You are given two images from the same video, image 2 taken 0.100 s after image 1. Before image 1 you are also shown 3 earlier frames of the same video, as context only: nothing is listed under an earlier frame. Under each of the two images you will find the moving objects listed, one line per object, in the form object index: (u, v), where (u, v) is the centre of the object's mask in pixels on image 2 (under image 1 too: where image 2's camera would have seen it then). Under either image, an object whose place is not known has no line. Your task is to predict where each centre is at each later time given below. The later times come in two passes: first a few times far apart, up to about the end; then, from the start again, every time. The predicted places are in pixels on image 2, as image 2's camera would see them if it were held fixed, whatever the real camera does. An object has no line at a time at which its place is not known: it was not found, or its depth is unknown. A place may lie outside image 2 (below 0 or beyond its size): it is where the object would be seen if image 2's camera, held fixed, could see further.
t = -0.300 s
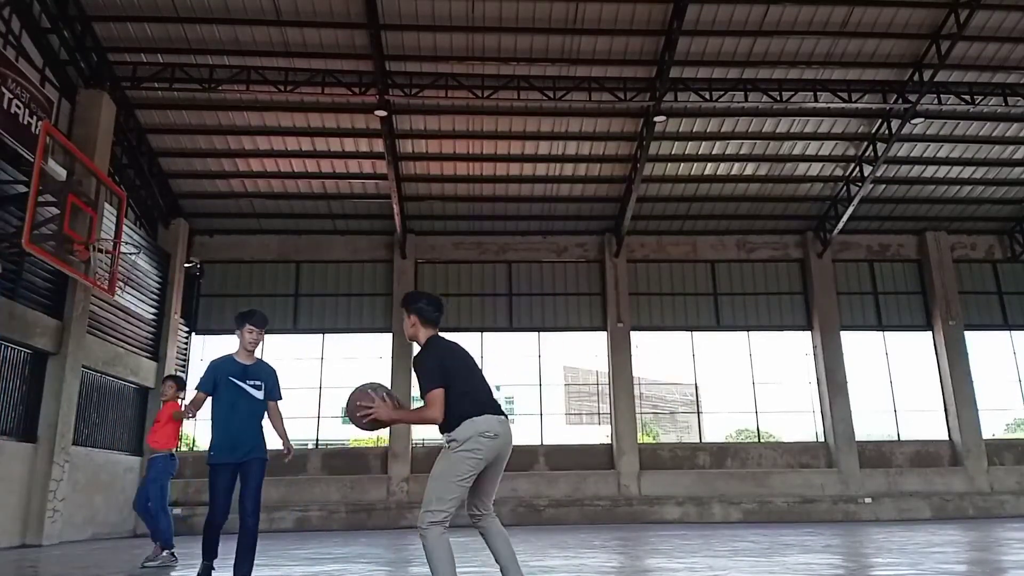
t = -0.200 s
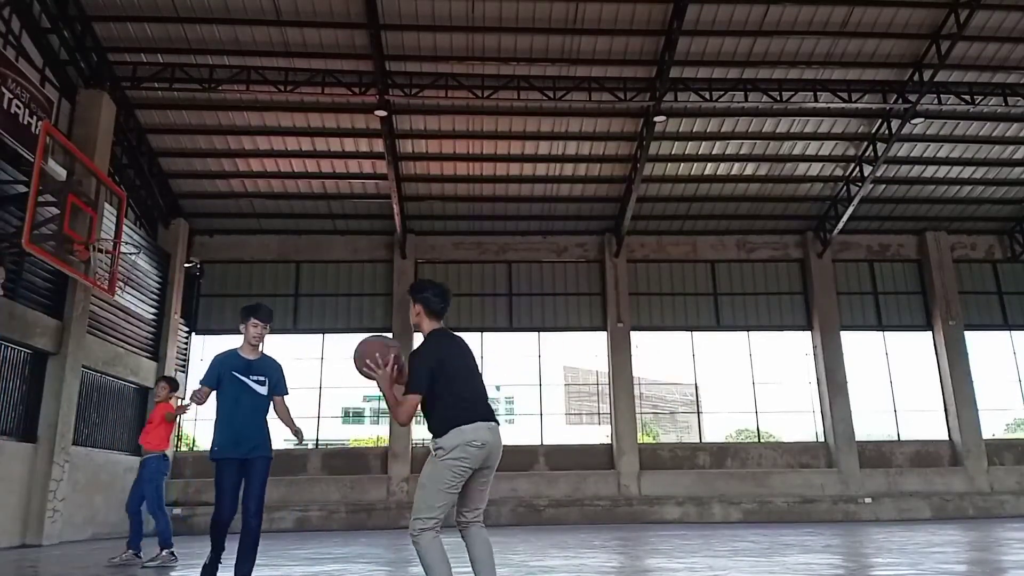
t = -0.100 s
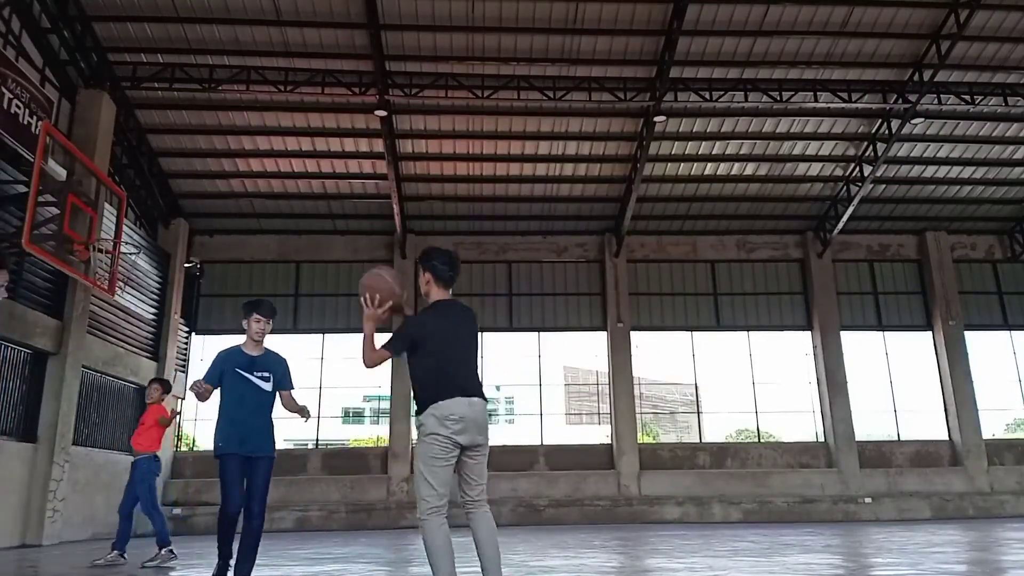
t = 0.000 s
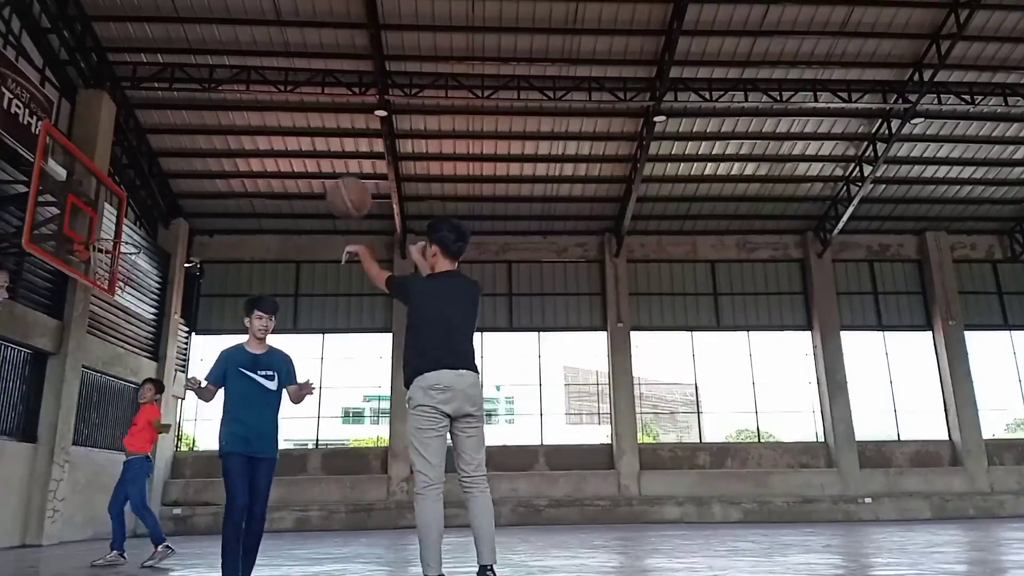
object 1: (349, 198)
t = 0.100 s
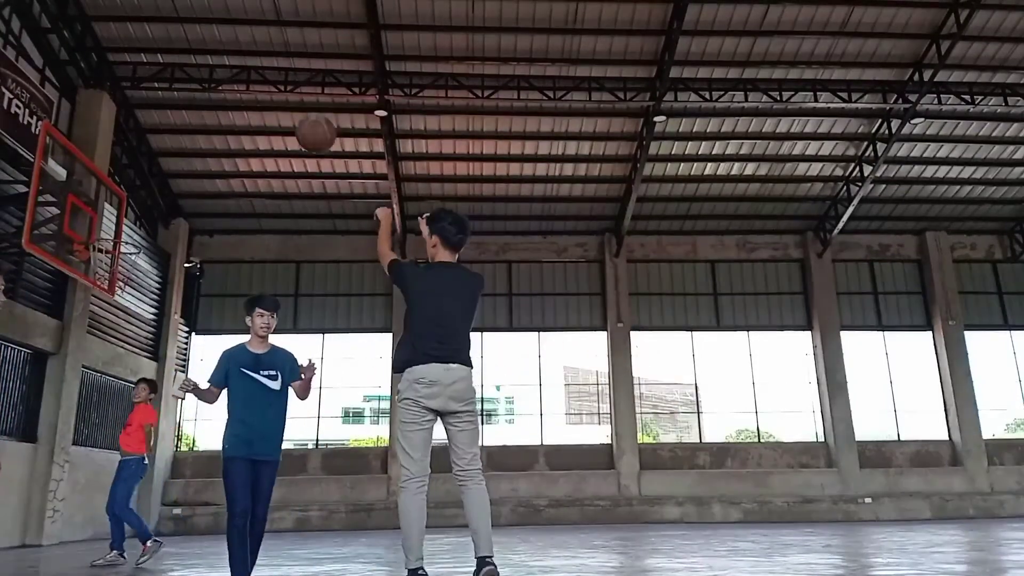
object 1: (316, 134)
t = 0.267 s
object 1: (272, 76)
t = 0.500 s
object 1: (221, 66)
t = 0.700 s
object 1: (182, 104)
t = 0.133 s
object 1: (307, 118)
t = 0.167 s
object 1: (297, 105)
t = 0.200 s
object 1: (289, 93)
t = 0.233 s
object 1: (279, 84)
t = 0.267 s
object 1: (272, 76)
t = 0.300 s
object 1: (264, 71)
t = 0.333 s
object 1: (256, 67)
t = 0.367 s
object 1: (248, 65)
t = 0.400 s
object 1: (241, 64)
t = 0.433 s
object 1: (233, 63)
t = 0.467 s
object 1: (227, 64)
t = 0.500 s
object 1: (221, 66)
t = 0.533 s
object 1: (214, 71)
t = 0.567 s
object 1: (208, 75)
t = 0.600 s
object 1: (201, 80)
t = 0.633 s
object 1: (194, 85)
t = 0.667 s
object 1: (188, 95)
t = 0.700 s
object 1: (182, 104)
